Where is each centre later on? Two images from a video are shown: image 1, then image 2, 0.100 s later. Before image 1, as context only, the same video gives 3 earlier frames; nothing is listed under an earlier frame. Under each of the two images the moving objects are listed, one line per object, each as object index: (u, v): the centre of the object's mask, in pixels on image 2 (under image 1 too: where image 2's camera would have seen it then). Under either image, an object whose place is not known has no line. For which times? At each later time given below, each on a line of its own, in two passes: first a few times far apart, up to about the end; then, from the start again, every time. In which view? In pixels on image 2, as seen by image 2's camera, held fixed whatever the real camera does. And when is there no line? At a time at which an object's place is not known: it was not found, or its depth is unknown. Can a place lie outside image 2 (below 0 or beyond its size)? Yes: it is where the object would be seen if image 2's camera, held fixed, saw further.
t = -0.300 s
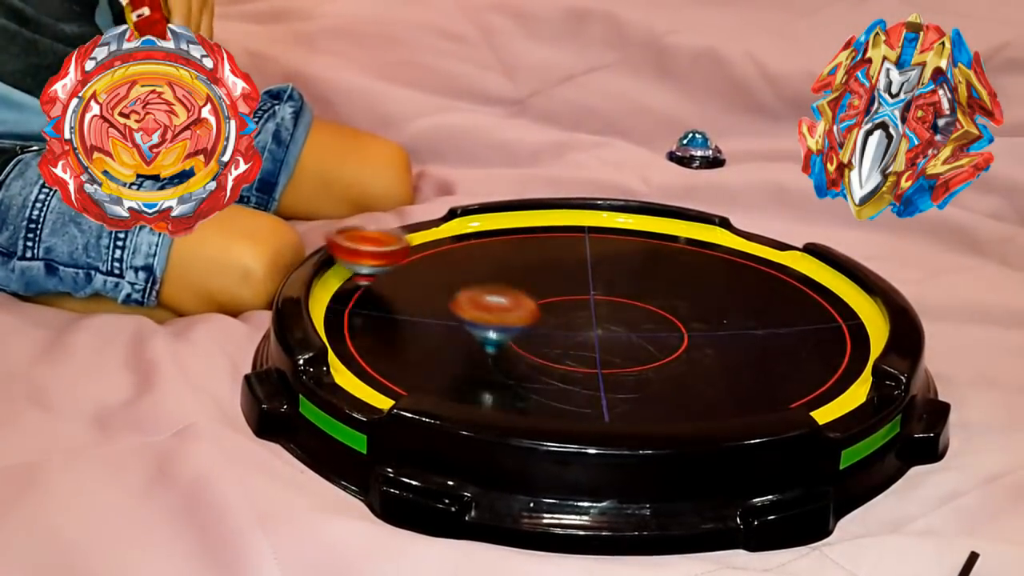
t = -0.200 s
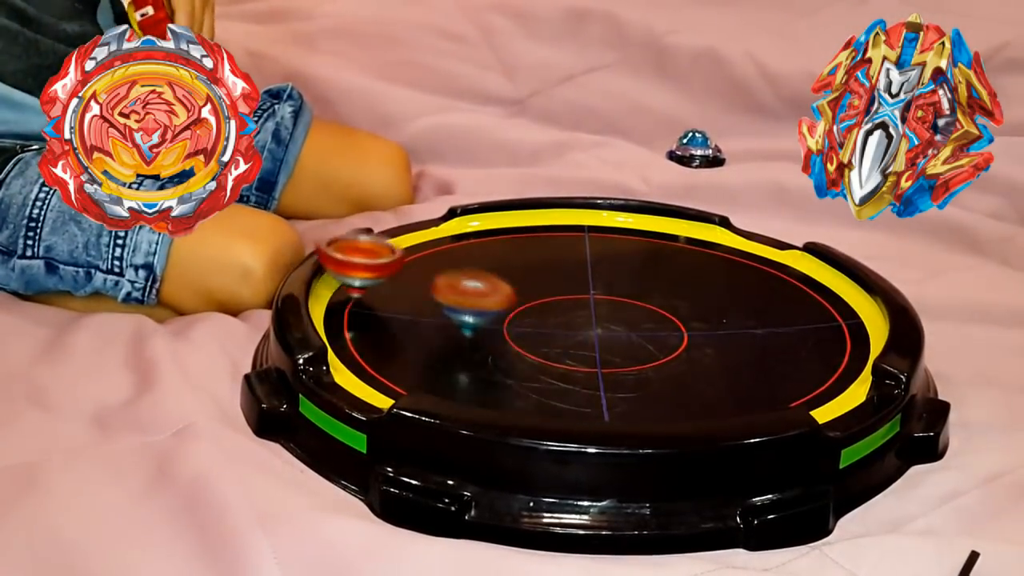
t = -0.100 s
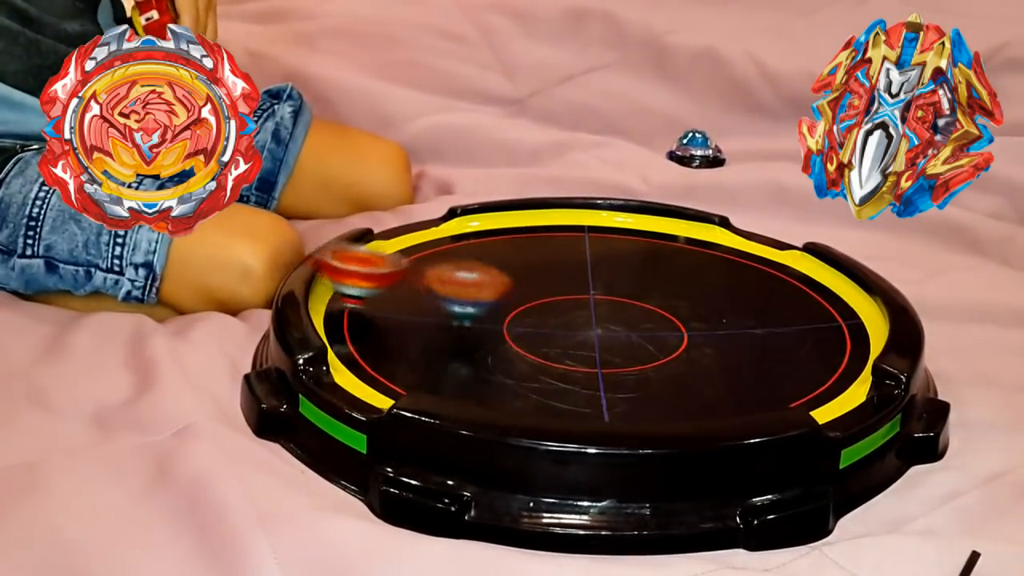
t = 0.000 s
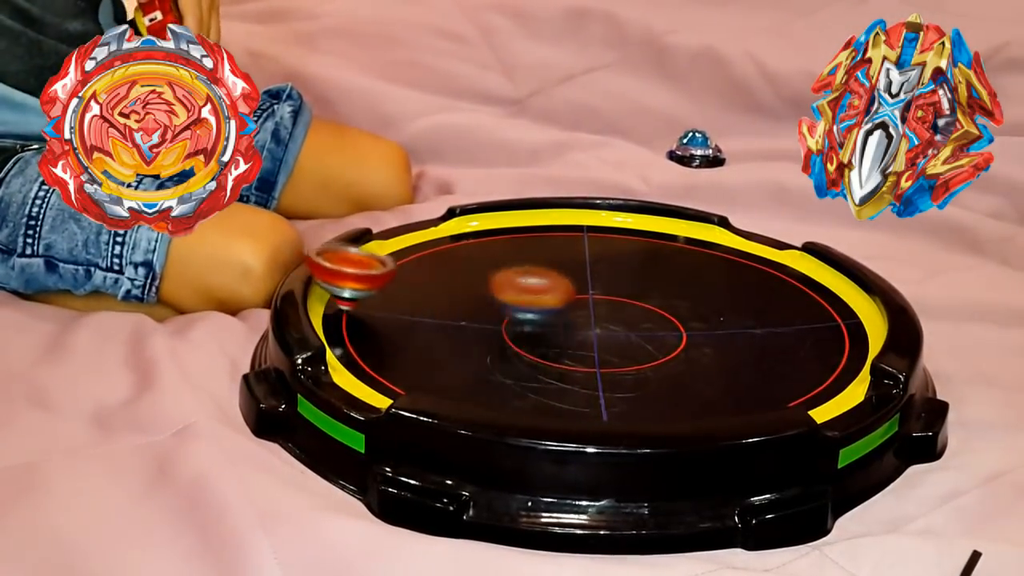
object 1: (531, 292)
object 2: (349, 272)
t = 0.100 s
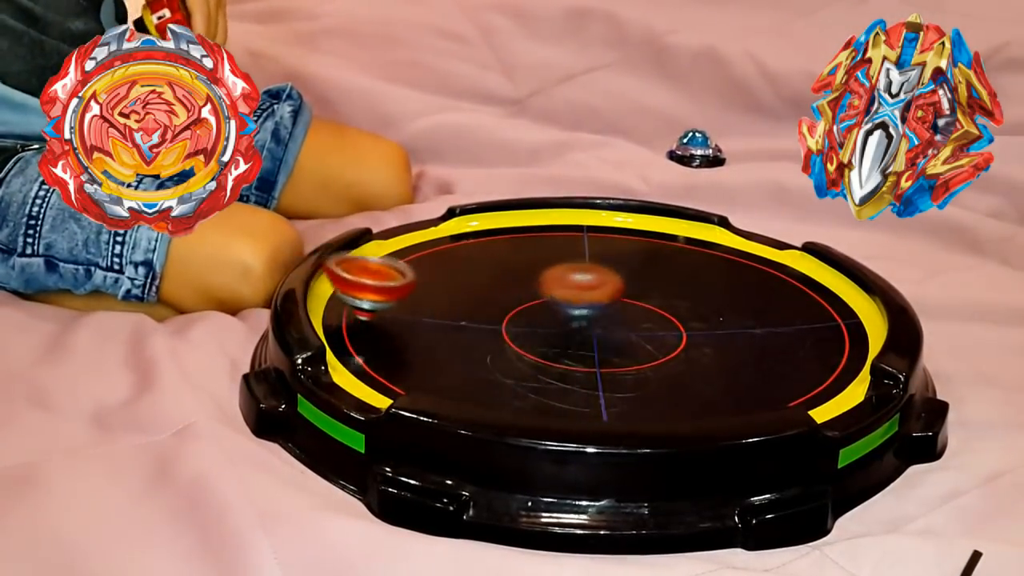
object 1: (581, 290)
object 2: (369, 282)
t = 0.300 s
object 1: (644, 261)
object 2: (401, 290)
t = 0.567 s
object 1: (639, 221)
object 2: (464, 261)
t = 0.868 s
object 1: (579, 226)
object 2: (488, 228)
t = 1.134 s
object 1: (677, 254)
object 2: (463, 233)
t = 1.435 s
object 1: (762, 254)
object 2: (508, 254)
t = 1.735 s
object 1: (721, 266)
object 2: (593, 265)
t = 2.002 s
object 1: (825, 319)
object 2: (513, 239)
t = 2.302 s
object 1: (799, 330)
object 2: (451, 238)
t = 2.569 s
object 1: (720, 337)
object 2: (438, 245)
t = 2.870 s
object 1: (566, 322)
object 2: (477, 258)
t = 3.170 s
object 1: (459, 293)
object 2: (556, 256)
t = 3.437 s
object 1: (427, 271)
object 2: (597, 252)
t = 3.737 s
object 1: (455, 260)
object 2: (637, 255)
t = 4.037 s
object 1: (535, 260)
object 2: (669, 265)
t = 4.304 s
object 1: (599, 259)
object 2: (709, 288)
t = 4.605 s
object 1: (635, 263)
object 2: (719, 310)
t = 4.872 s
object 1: (652, 270)
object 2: (682, 319)
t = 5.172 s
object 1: (642, 278)
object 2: (619, 321)
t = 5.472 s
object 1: (624, 280)
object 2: (526, 316)
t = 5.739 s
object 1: (586, 280)
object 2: (481, 298)
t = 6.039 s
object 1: (572, 282)
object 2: (453, 271)
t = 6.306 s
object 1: (615, 290)
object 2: (460, 245)
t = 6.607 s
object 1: (650, 299)
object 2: (509, 228)
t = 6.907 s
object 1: (659, 303)
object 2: (582, 230)
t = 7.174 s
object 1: (626, 296)
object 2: (647, 244)
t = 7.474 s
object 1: (581, 285)
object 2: (700, 269)
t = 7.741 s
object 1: (554, 273)
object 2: (715, 296)
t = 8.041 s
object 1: (547, 265)
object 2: (686, 322)
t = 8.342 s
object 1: (573, 276)
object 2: (611, 332)
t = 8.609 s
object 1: (606, 292)
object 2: (536, 323)
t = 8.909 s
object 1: (620, 304)
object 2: (479, 296)
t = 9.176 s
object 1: (605, 304)
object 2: (469, 271)
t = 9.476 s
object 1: (580, 293)
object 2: (500, 251)
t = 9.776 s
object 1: (569, 292)
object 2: (566, 237)
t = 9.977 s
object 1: (549, 298)
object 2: (616, 235)
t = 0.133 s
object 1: (596, 287)
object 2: (376, 285)
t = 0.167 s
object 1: (609, 283)
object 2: (382, 287)
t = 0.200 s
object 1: (619, 278)
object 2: (388, 289)
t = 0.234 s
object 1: (628, 272)
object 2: (392, 290)
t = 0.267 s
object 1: (637, 266)
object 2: (396, 290)
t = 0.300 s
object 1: (644, 261)
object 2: (401, 290)
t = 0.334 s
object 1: (649, 255)
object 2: (408, 288)
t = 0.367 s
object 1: (651, 250)
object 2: (415, 285)
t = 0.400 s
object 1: (654, 244)
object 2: (424, 282)
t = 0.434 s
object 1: (654, 239)
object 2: (434, 278)
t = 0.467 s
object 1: (653, 233)
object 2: (443, 274)
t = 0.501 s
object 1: (650, 228)
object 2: (450, 269)
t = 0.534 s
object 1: (645, 225)
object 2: (456, 265)
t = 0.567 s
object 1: (639, 221)
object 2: (464, 261)
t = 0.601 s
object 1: (632, 219)
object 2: (471, 257)
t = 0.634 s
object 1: (625, 217)
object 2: (477, 253)
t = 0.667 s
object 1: (616, 216)
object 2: (481, 249)
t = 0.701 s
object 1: (607, 216)
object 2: (483, 246)
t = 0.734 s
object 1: (598, 216)
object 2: (486, 241)
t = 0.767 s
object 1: (589, 217)
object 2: (489, 236)
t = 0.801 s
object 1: (581, 219)
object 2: (493, 233)
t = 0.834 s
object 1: (574, 222)
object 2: (495, 230)
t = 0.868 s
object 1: (579, 226)
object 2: (488, 228)
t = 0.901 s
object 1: (588, 230)
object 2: (481, 227)
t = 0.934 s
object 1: (600, 235)
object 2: (475, 227)
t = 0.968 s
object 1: (612, 240)
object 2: (471, 226)
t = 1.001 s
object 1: (624, 244)
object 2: (467, 227)
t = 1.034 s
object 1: (638, 248)
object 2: (465, 228)
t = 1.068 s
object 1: (650, 249)
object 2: (464, 229)
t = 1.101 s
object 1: (665, 251)
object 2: (463, 231)
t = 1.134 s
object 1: (677, 254)
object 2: (463, 233)
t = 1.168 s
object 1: (690, 255)
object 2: (463, 235)
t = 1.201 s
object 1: (703, 257)
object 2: (465, 238)
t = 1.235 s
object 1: (714, 257)
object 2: (468, 240)
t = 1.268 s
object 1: (725, 256)
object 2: (473, 244)
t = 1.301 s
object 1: (735, 258)
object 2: (479, 247)
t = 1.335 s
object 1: (745, 257)
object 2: (485, 249)
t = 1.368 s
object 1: (752, 257)
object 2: (493, 252)
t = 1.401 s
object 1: (758, 255)
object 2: (500, 253)
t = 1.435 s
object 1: (762, 254)
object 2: (508, 254)
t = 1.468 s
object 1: (763, 254)
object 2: (517, 256)
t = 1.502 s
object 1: (762, 254)
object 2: (526, 257)
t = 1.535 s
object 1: (760, 254)
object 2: (534, 259)
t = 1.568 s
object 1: (757, 255)
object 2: (543, 260)
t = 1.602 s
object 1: (751, 256)
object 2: (551, 261)
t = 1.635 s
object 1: (745, 257)
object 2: (561, 261)
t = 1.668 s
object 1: (739, 259)
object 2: (572, 262)
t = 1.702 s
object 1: (730, 263)
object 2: (583, 263)
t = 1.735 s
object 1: (721, 266)
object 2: (593, 265)
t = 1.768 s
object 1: (712, 268)
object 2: (602, 266)
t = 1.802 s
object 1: (706, 272)
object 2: (611, 266)
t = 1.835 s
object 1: (728, 282)
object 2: (592, 260)
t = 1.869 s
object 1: (754, 292)
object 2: (571, 254)
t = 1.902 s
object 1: (776, 300)
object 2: (553, 249)
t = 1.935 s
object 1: (795, 309)
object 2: (537, 245)
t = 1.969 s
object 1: (812, 314)
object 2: (524, 242)
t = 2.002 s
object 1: (825, 319)
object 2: (513, 239)
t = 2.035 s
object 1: (836, 323)
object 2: (503, 237)
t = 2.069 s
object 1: (844, 325)
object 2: (494, 236)
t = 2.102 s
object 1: (849, 327)
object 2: (485, 235)
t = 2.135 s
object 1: (850, 328)
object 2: (478, 235)
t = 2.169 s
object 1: (839, 330)
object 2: (472, 235)
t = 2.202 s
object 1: (826, 330)
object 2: (466, 236)
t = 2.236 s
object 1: (815, 331)
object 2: (461, 236)
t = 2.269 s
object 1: (806, 330)
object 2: (455, 237)
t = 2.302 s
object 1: (799, 330)
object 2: (451, 238)
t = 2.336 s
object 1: (792, 330)
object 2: (447, 238)
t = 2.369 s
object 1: (785, 330)
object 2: (443, 239)
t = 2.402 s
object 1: (780, 329)
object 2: (441, 240)
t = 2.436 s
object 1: (774, 330)
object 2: (438, 241)
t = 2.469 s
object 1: (765, 332)
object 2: (437, 242)
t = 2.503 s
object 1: (753, 334)
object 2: (437, 243)
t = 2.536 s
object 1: (738, 335)
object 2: (437, 244)
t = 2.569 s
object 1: (720, 337)
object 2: (438, 245)
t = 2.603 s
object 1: (698, 337)
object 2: (440, 247)
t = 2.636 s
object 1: (675, 336)
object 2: (442, 248)
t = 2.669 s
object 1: (654, 335)
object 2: (444, 249)
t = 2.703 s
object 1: (636, 333)
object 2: (448, 250)
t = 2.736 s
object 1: (618, 330)
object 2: (453, 253)
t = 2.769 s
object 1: (603, 328)
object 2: (458, 254)
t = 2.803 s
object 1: (590, 327)
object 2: (464, 256)
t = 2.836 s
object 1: (578, 325)
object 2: (470, 257)
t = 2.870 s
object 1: (566, 322)
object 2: (477, 258)
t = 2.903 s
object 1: (551, 319)
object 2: (483, 259)
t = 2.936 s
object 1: (537, 315)
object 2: (491, 261)
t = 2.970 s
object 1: (523, 311)
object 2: (499, 261)
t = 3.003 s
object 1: (512, 308)
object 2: (508, 261)
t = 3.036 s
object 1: (500, 305)
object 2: (520, 261)
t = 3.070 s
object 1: (488, 303)
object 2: (530, 260)
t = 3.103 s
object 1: (478, 300)
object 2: (539, 260)
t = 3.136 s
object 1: (468, 297)
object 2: (548, 257)
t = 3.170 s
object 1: (459, 293)
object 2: (556, 256)
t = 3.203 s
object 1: (452, 289)
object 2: (563, 256)
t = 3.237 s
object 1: (445, 286)
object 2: (570, 254)
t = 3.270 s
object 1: (439, 283)
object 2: (576, 254)
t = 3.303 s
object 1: (435, 281)
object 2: (581, 254)
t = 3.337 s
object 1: (432, 278)
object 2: (586, 252)
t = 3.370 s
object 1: (429, 276)
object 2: (590, 253)
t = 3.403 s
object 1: (428, 273)
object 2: (593, 252)
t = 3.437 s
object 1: (427, 271)
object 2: (597, 252)
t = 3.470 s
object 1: (427, 269)
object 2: (601, 252)
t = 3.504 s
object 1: (428, 268)
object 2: (605, 253)
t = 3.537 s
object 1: (430, 266)
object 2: (610, 253)
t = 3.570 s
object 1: (432, 265)
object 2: (615, 253)
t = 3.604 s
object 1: (435, 264)
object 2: (619, 254)
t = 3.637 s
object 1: (439, 263)
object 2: (624, 254)
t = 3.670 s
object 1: (443, 262)
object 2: (628, 254)
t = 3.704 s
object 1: (449, 261)
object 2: (633, 254)
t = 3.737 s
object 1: (455, 260)
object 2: (637, 255)
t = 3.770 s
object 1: (463, 259)
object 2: (642, 256)
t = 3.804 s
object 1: (470, 259)
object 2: (646, 257)
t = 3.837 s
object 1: (478, 258)
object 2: (650, 258)
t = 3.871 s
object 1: (486, 259)
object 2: (654, 259)
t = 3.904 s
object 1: (495, 258)
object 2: (657, 260)
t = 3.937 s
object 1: (504, 259)
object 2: (660, 261)
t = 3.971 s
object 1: (514, 259)
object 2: (663, 262)
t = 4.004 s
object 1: (524, 259)
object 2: (667, 263)
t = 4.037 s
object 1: (535, 260)
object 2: (669, 265)
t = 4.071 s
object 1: (546, 261)
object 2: (672, 266)
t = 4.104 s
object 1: (558, 261)
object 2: (674, 269)
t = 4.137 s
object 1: (569, 262)
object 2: (675, 271)
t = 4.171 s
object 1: (581, 262)
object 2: (677, 273)
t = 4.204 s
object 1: (588, 263)
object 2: (682, 276)
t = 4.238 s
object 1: (591, 261)
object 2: (694, 280)
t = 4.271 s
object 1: (595, 260)
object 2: (702, 284)
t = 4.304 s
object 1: (599, 259)
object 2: (709, 288)
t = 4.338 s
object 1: (603, 259)
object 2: (715, 291)
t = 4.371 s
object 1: (608, 259)
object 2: (719, 294)
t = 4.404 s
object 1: (613, 260)
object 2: (721, 297)
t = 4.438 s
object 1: (617, 260)
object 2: (722, 299)
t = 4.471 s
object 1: (621, 260)
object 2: (723, 302)
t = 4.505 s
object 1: (625, 260)
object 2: (723, 304)
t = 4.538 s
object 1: (628, 261)
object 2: (723, 306)
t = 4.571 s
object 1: (632, 262)
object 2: (721, 308)
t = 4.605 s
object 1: (635, 263)
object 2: (719, 310)
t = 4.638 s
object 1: (638, 264)
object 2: (716, 312)
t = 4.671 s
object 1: (640, 264)
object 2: (713, 313)
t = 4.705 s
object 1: (642, 265)
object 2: (709, 315)
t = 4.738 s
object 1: (644, 266)
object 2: (705, 316)
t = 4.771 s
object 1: (646, 267)
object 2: (700, 317)
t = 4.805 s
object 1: (648, 268)
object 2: (695, 318)
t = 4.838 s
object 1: (651, 269)
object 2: (689, 319)
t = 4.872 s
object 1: (652, 270)
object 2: (682, 319)
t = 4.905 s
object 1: (653, 270)
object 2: (675, 320)
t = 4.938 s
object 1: (653, 272)
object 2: (668, 320)
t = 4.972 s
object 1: (653, 272)
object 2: (660, 320)
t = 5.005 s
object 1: (652, 273)
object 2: (655, 321)
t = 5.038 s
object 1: (650, 274)
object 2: (649, 322)
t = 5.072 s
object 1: (648, 276)
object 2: (642, 321)
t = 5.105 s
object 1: (647, 276)
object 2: (636, 321)
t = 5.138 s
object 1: (644, 278)
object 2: (629, 320)
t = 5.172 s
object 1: (642, 278)
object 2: (619, 321)
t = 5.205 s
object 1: (641, 279)
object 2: (607, 322)
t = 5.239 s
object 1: (641, 280)
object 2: (594, 323)
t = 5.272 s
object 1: (641, 282)
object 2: (582, 322)
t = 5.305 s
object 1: (639, 283)
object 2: (571, 322)
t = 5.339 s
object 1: (639, 282)
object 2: (561, 321)
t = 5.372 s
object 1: (636, 281)
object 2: (552, 320)
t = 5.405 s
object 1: (632, 281)
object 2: (542, 319)
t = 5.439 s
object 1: (629, 281)
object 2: (534, 317)
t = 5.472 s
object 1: (624, 280)
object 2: (526, 316)
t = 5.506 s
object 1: (619, 280)
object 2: (519, 314)
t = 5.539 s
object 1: (615, 280)
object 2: (512, 312)
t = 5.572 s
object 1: (609, 279)
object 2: (505, 310)
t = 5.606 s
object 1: (605, 280)
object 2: (500, 308)
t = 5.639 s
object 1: (600, 280)
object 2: (494, 306)
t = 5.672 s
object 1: (594, 281)
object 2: (489, 303)
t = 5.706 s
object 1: (590, 280)
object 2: (485, 300)
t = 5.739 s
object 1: (586, 280)
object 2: (481, 298)
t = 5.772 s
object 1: (583, 280)
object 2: (477, 296)
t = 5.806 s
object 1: (578, 281)
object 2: (474, 293)
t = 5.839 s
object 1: (573, 281)
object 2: (473, 290)
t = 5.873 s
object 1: (570, 281)
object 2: (471, 287)
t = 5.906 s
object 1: (565, 280)
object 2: (469, 284)
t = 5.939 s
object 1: (560, 280)
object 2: (468, 281)
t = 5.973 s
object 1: (557, 280)
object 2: (467, 279)
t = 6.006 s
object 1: (564, 281)
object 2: (459, 275)
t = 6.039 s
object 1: (572, 282)
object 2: (453, 271)
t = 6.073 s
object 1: (580, 283)
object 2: (451, 267)
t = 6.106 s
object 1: (586, 284)
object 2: (451, 264)
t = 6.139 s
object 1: (591, 286)
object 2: (451, 261)
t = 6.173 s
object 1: (596, 286)
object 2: (451, 258)
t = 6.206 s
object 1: (601, 287)
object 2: (453, 254)
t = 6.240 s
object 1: (607, 287)
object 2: (455, 251)
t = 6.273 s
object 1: (611, 289)
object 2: (457, 248)
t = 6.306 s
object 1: (615, 290)
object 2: (460, 245)
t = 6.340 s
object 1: (619, 291)
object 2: (464, 242)
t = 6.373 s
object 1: (625, 292)
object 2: (468, 240)
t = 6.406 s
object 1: (629, 293)
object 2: (473, 238)
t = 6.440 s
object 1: (634, 294)
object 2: (478, 235)
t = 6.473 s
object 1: (636, 295)
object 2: (483, 233)
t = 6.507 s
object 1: (641, 296)
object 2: (489, 231)
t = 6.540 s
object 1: (643, 298)
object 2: (495, 230)
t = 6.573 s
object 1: (647, 298)
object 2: (502, 229)
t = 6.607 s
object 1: (650, 299)
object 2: (509, 228)
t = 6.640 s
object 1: (651, 300)
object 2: (516, 228)
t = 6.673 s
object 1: (654, 301)
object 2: (524, 227)
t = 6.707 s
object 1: (656, 301)
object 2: (532, 227)
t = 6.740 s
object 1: (658, 302)
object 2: (540, 227)
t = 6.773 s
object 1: (659, 303)
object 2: (548, 227)
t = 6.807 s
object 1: (659, 303)
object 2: (556, 228)
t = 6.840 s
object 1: (659, 303)
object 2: (565, 228)
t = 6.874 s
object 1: (659, 304)
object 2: (573, 229)
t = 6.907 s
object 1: (659, 303)
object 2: (582, 230)
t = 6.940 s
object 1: (657, 302)
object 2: (590, 231)
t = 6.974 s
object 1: (654, 302)
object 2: (599, 232)
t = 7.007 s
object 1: (652, 300)
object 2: (607, 234)
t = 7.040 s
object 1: (647, 299)
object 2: (615, 236)
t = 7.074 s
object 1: (642, 299)
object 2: (624, 237)
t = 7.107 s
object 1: (637, 298)
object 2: (632, 240)
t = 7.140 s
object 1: (633, 296)
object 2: (640, 241)
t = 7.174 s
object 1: (626, 296)
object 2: (647, 244)
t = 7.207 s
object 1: (620, 295)
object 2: (654, 247)
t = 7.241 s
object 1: (615, 293)
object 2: (662, 250)
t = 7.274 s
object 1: (611, 293)
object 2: (668, 253)
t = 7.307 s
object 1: (604, 292)
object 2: (675, 255)
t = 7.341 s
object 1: (599, 290)
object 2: (681, 258)
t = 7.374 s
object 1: (593, 289)
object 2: (687, 261)
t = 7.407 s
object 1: (588, 288)
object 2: (692, 264)
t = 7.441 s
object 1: (585, 286)
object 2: (696, 266)
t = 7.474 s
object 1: (581, 285)
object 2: (700, 269)
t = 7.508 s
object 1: (576, 283)
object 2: (705, 272)
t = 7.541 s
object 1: (571, 282)
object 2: (708, 275)
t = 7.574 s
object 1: (567, 280)
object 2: (711, 278)
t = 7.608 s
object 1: (564, 279)
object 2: (713, 282)
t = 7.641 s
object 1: (561, 277)
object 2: (714, 286)
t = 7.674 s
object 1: (558, 276)
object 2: (715, 289)
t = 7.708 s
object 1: (556, 274)
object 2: (715, 293)
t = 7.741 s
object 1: (554, 273)
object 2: (715, 296)
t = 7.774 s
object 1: (551, 271)
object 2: (715, 300)
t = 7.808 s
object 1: (551, 270)
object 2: (713, 303)
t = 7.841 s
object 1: (550, 268)
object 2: (711, 306)
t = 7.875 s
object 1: (549, 267)
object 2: (709, 309)
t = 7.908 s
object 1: (549, 266)
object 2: (705, 312)
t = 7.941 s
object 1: (548, 265)
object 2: (701, 315)
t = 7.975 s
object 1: (548, 265)
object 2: (696, 318)
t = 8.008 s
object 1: (548, 264)
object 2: (691, 320)
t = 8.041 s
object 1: (547, 265)
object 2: (686, 322)
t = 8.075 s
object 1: (546, 266)
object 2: (679, 325)
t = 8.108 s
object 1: (548, 266)
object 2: (672, 326)
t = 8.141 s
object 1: (550, 268)
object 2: (665, 328)
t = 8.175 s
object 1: (555, 269)
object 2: (656, 329)
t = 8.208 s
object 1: (558, 270)
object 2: (648, 331)
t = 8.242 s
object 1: (562, 273)
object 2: (640, 332)
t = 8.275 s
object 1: (565, 274)
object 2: (630, 333)
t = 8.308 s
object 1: (569, 276)
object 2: (620, 333)
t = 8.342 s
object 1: (573, 276)
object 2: (611, 332)
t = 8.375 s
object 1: (577, 278)
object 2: (601, 332)
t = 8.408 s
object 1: (582, 279)
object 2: (591, 332)
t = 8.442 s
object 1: (586, 279)
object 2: (582, 331)
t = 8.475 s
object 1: (591, 281)
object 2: (572, 329)
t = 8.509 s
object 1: (595, 283)
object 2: (563, 328)
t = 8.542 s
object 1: (600, 285)
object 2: (554, 327)
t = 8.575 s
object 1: (603, 290)
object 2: (544, 325)
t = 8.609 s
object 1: (606, 292)
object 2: (536, 323)
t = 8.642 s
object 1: (609, 295)
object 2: (528, 320)
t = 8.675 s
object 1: (612, 297)
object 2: (520, 317)
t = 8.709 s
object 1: (617, 297)
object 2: (512, 315)
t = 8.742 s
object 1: (619, 299)
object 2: (505, 312)
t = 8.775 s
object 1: (619, 300)
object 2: (499, 308)
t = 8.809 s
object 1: (620, 301)
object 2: (493, 306)
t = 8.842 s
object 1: (621, 302)
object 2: (487, 302)
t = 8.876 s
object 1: (621, 303)
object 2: (483, 298)
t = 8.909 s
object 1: (620, 304)
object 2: (479, 296)
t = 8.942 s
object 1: (619, 304)
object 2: (475, 293)
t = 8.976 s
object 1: (618, 305)
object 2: (472, 288)
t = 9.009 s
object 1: (617, 305)
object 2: (470, 286)
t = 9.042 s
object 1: (615, 306)
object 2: (469, 282)
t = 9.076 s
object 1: (612, 306)
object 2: (468, 280)
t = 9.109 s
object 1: (610, 305)
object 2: (467, 277)
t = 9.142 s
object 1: (607, 305)
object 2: (467, 274)
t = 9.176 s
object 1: (605, 304)
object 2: (469, 271)
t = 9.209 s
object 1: (603, 304)
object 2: (470, 268)
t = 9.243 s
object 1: (601, 302)
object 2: (472, 265)
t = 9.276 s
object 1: (597, 302)
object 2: (475, 263)
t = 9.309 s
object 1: (594, 300)
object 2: (478, 260)
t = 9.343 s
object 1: (589, 298)
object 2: (482, 258)
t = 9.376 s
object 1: (586, 297)
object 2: (486, 256)
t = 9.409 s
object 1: (584, 295)
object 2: (490, 254)
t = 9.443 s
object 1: (581, 293)
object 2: (495, 253)
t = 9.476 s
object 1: (580, 293)
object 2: (500, 251)
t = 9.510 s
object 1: (579, 291)
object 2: (506, 250)
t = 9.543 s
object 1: (576, 288)
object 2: (512, 249)
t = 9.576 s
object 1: (575, 287)
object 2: (517, 247)
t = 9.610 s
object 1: (575, 285)
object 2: (523, 246)
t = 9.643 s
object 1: (574, 283)
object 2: (530, 244)
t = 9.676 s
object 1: (574, 281)
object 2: (537, 243)
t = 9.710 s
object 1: (571, 282)
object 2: (546, 239)
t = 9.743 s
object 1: (570, 288)
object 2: (557, 238)
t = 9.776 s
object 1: (569, 292)
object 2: (566, 237)
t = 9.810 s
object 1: (567, 294)
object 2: (574, 236)
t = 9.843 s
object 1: (566, 296)
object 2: (582, 237)
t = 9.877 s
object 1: (562, 297)
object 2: (591, 235)
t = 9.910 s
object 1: (559, 298)
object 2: (599, 236)
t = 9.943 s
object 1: (554, 299)
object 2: (608, 235)
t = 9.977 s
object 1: (549, 298)
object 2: (616, 235)
